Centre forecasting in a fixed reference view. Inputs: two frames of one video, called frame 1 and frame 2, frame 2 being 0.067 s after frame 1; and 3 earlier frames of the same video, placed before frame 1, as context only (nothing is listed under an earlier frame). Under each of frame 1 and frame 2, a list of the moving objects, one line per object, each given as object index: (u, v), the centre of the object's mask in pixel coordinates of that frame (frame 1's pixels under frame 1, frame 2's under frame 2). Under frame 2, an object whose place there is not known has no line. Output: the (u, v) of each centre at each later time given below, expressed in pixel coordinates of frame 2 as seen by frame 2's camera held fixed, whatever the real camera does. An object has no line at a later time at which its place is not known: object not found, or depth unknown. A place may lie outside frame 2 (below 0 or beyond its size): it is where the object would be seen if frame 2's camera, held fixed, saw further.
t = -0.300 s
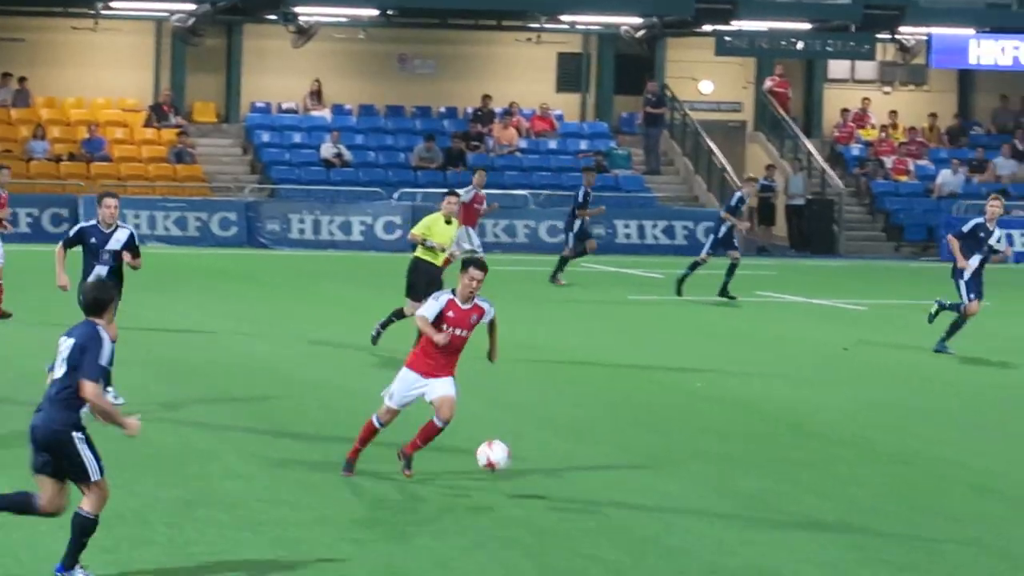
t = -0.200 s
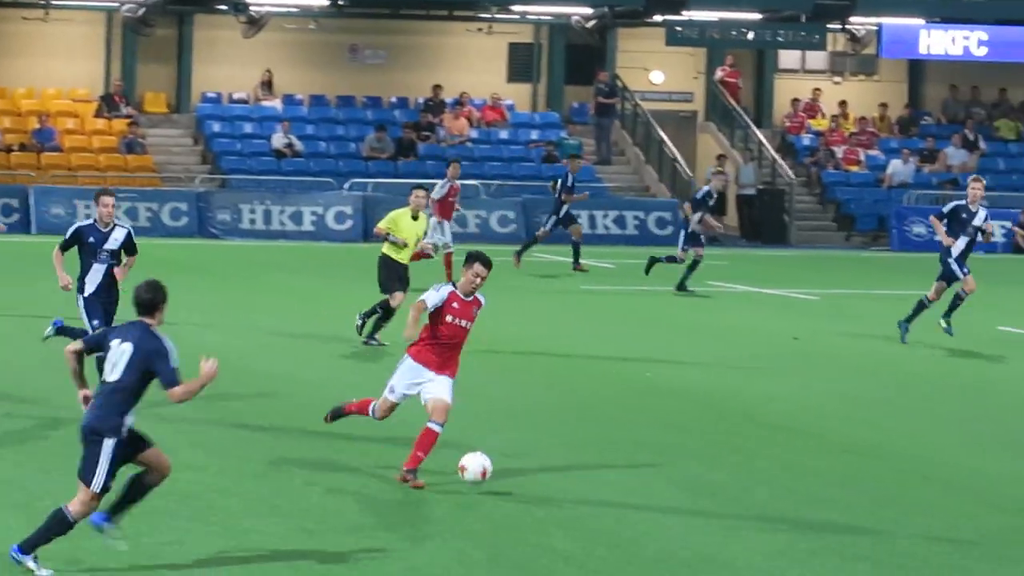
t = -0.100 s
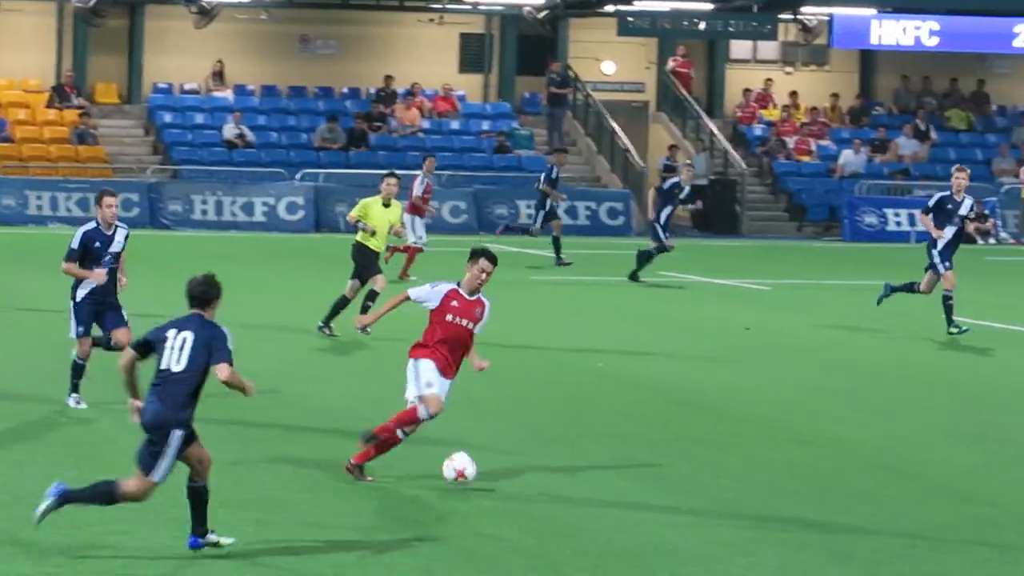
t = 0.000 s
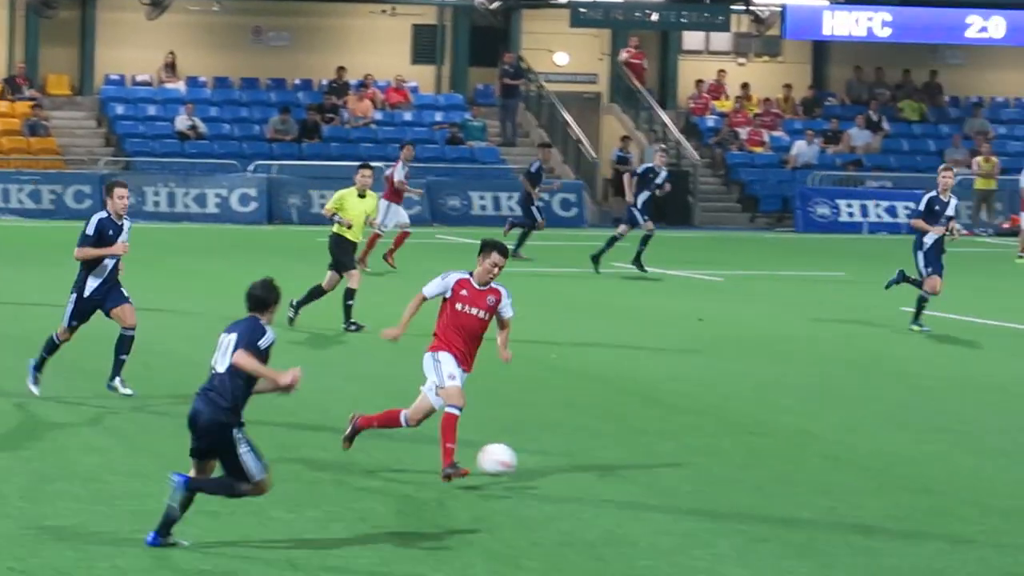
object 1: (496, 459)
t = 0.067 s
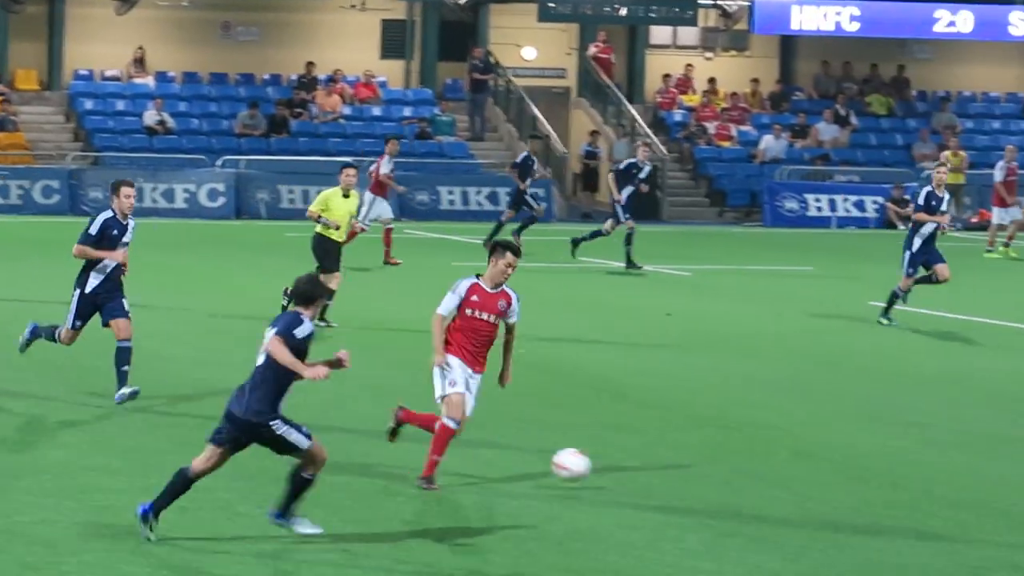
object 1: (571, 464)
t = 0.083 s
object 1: (596, 467)
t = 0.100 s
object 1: (621, 471)
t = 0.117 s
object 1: (646, 476)
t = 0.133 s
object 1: (672, 479)
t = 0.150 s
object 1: (695, 476)
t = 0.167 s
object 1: (717, 476)
